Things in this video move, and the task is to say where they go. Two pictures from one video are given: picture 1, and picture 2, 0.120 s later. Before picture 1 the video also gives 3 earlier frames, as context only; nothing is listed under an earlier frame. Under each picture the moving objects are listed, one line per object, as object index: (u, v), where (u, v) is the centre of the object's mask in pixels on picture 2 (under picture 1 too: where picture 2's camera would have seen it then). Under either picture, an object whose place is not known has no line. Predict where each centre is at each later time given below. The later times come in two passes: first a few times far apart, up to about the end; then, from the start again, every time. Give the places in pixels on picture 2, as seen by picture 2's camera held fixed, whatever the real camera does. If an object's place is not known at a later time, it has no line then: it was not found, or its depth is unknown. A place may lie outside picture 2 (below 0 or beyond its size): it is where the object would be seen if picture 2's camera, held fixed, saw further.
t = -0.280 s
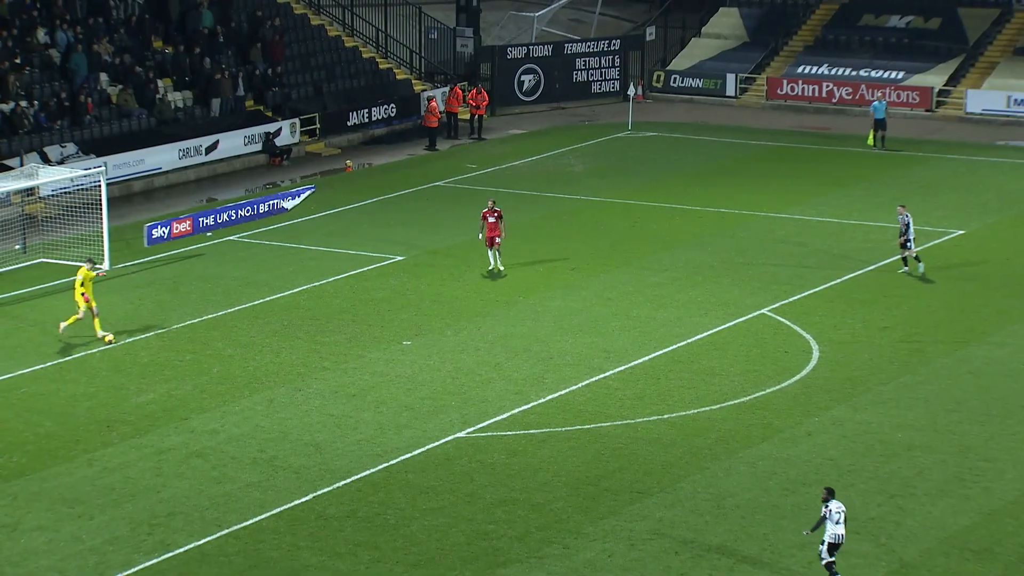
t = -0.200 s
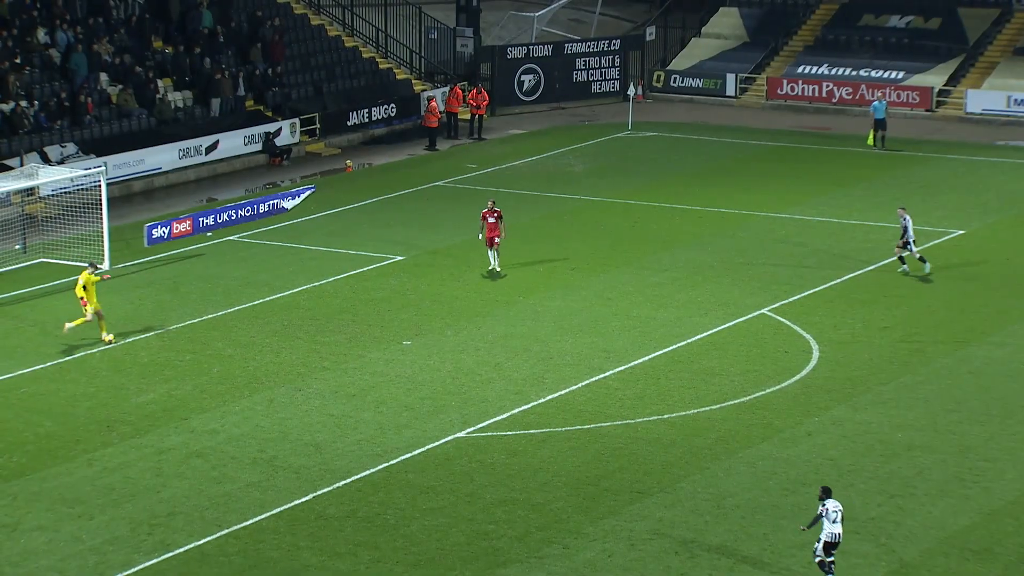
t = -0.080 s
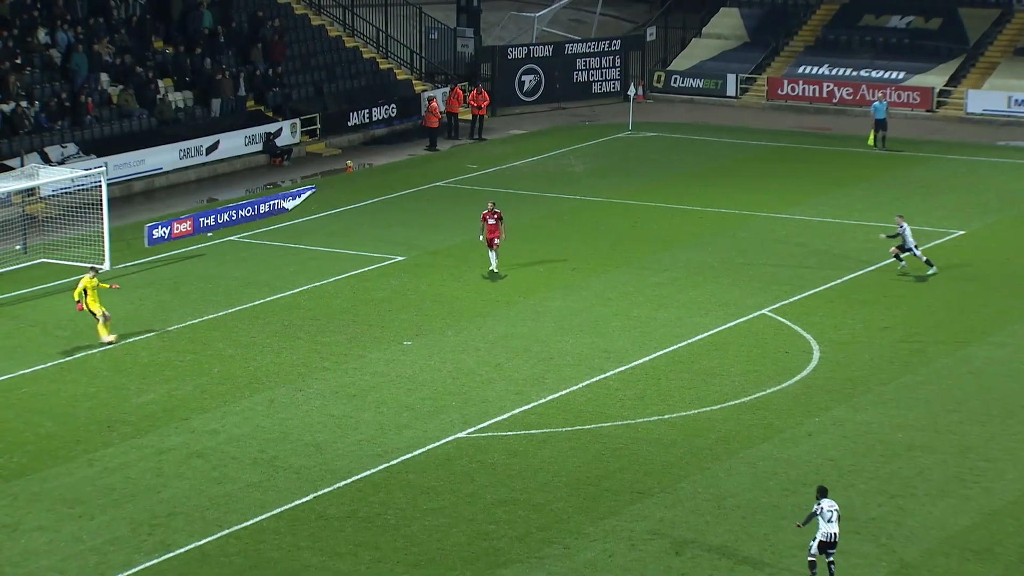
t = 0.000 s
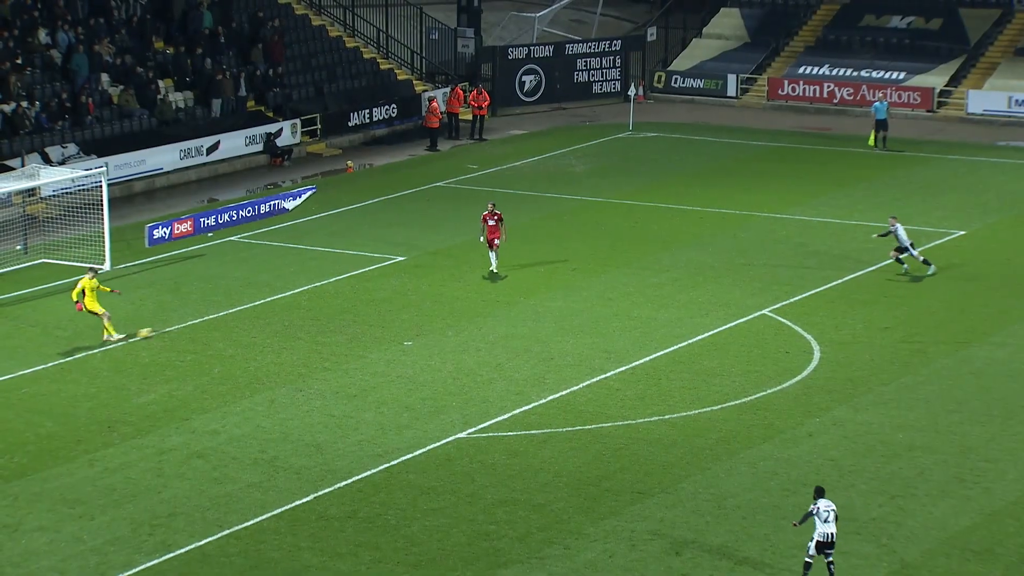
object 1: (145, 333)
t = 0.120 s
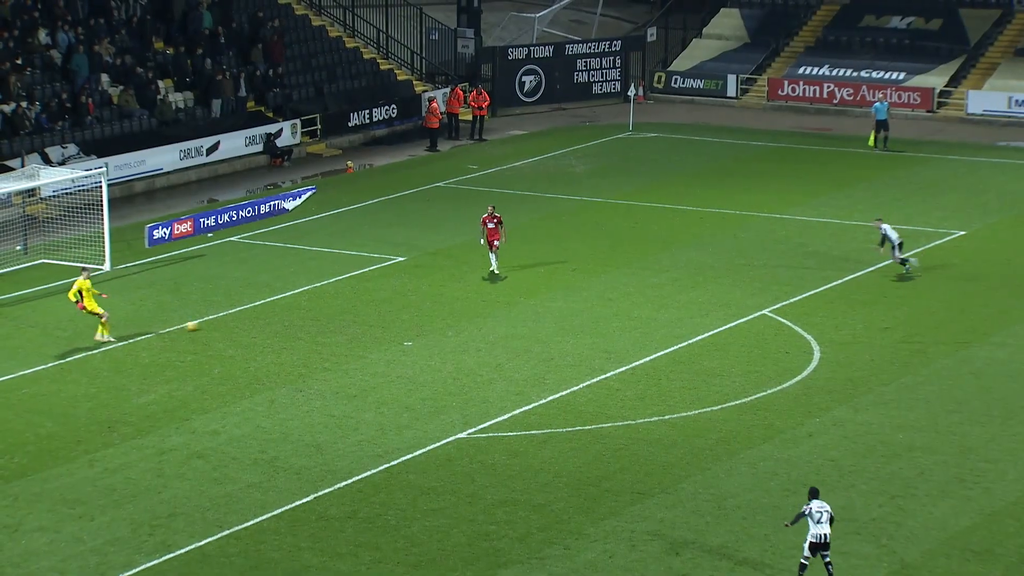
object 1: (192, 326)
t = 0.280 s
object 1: (246, 317)
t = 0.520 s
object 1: (312, 305)
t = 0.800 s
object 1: (370, 292)
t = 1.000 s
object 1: (403, 286)
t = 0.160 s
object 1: (206, 323)
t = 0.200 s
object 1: (220, 321)
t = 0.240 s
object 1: (233, 319)
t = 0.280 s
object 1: (246, 317)
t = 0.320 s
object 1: (258, 314)
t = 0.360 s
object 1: (269, 312)
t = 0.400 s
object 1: (281, 310)
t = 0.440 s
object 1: (291, 308)
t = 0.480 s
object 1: (301, 306)
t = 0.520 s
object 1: (312, 305)
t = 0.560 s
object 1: (322, 303)
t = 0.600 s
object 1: (330, 301)
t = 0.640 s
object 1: (338, 299)
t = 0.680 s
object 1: (347, 297)
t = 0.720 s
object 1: (355, 296)
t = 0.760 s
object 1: (363, 294)
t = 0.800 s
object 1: (370, 292)
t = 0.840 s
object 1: (377, 291)
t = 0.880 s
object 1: (384, 290)
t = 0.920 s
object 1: (391, 289)
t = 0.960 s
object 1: (397, 288)
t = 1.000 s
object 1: (403, 286)
